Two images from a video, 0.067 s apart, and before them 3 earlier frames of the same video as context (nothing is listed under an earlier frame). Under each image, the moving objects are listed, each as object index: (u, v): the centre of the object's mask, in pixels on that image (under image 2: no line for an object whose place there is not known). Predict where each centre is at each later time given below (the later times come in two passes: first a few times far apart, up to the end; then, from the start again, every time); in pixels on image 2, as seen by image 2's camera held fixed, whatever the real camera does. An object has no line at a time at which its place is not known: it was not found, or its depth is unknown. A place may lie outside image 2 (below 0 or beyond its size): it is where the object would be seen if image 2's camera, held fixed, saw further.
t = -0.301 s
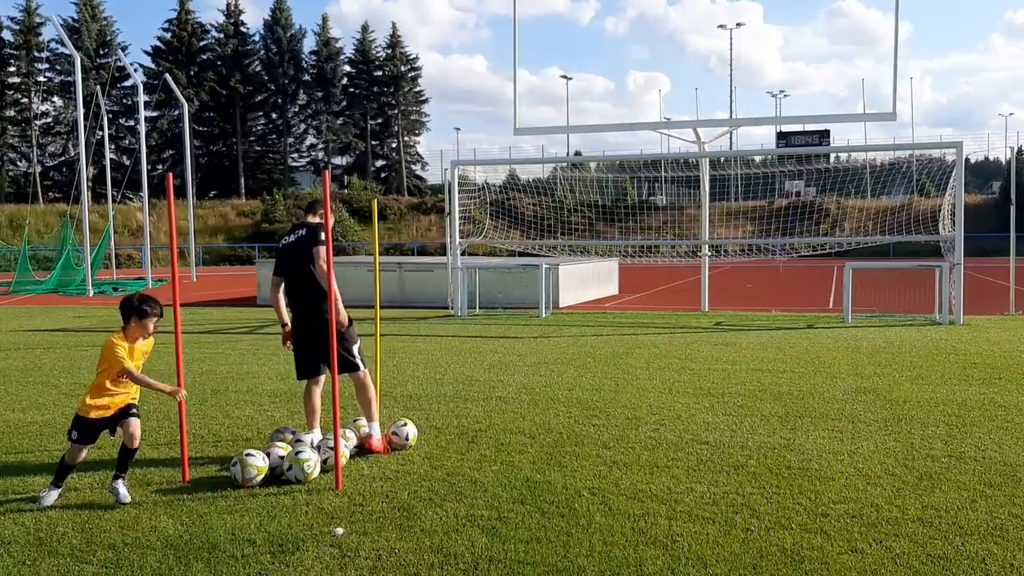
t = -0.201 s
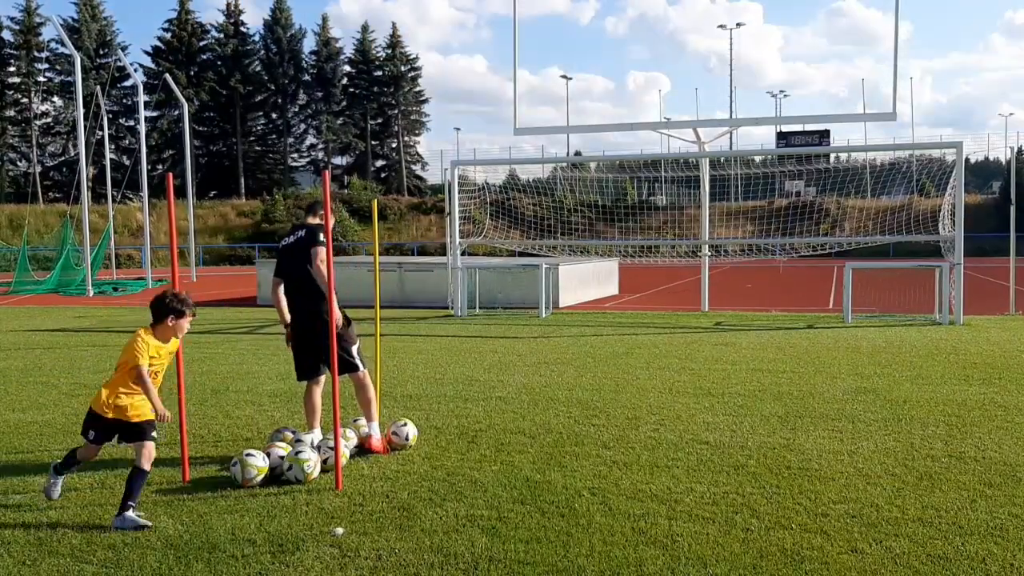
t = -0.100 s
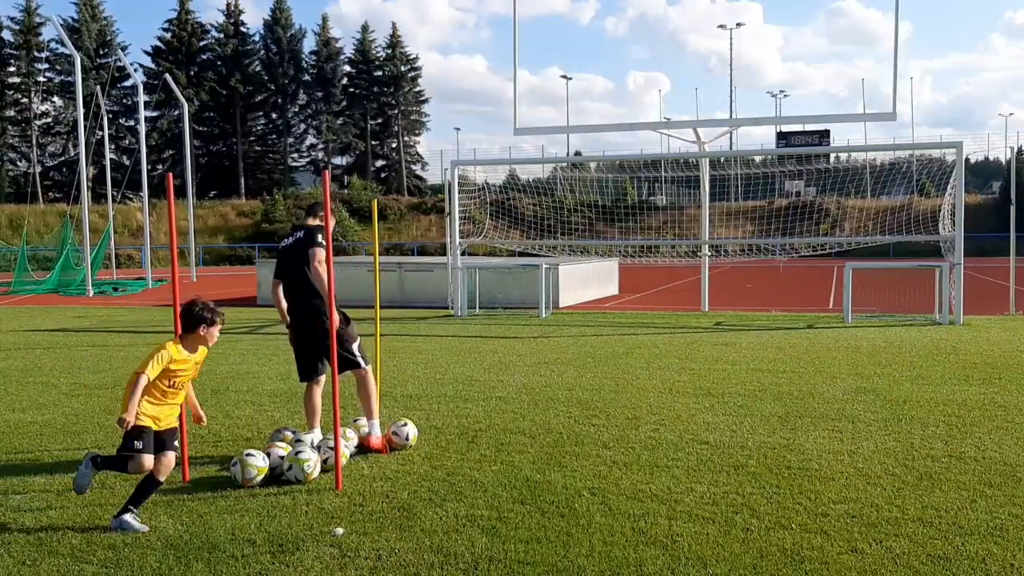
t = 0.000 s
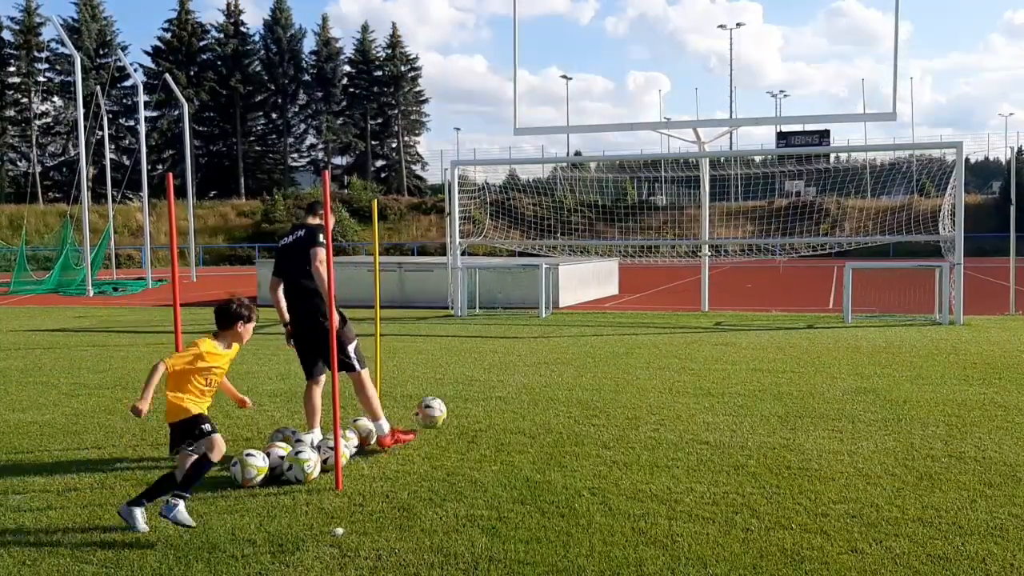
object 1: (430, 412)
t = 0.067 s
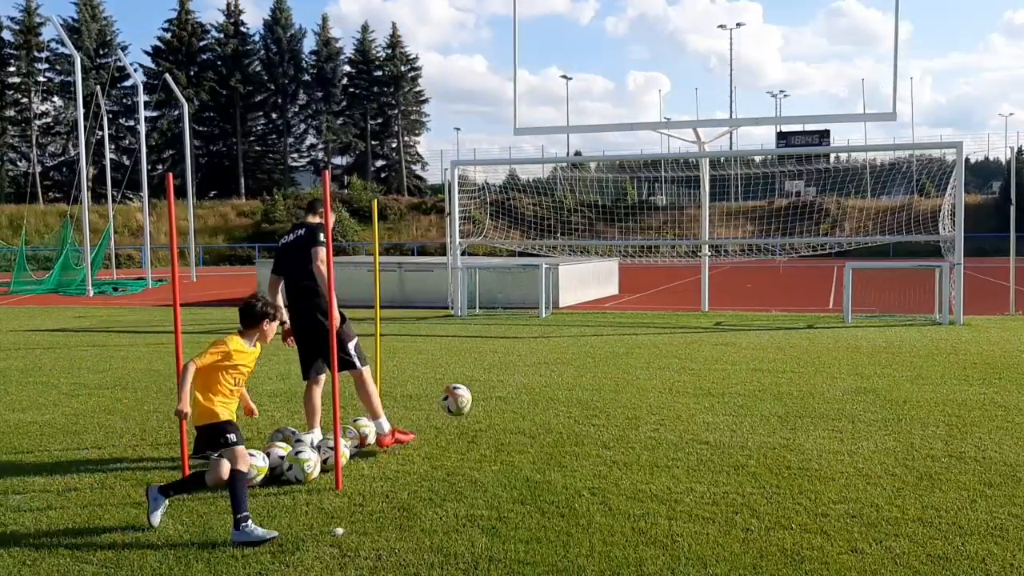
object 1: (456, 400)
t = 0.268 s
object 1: (531, 403)
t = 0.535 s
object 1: (593, 415)
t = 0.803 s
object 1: (631, 425)
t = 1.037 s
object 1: (660, 423)
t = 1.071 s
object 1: (663, 423)
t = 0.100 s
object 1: (469, 396)
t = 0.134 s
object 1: (481, 394)
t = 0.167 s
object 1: (494, 393)
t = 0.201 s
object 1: (507, 395)
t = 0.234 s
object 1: (518, 398)
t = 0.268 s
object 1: (531, 403)
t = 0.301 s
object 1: (544, 409)
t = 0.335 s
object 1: (555, 417)
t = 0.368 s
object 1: (568, 426)
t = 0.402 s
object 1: (576, 428)
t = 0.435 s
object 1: (580, 422)
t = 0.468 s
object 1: (585, 418)
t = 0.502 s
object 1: (589, 416)
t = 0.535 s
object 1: (593, 415)
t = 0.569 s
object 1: (597, 416)
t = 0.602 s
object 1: (602, 419)
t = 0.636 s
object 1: (606, 423)
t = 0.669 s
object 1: (610, 426)
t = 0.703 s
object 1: (616, 424)
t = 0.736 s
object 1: (621, 424)
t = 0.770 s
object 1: (626, 424)
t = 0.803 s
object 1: (631, 425)
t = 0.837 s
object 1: (636, 424)
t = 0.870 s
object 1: (640, 424)
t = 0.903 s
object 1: (644, 424)
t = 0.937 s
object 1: (649, 424)
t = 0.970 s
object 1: (653, 424)
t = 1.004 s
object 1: (656, 423)
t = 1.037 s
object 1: (660, 423)
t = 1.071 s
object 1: (663, 423)
